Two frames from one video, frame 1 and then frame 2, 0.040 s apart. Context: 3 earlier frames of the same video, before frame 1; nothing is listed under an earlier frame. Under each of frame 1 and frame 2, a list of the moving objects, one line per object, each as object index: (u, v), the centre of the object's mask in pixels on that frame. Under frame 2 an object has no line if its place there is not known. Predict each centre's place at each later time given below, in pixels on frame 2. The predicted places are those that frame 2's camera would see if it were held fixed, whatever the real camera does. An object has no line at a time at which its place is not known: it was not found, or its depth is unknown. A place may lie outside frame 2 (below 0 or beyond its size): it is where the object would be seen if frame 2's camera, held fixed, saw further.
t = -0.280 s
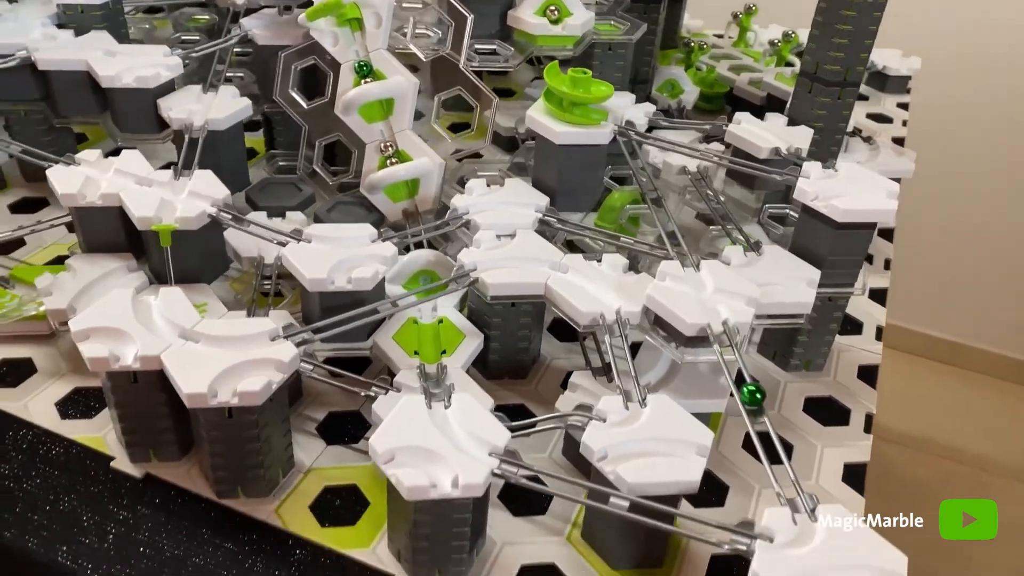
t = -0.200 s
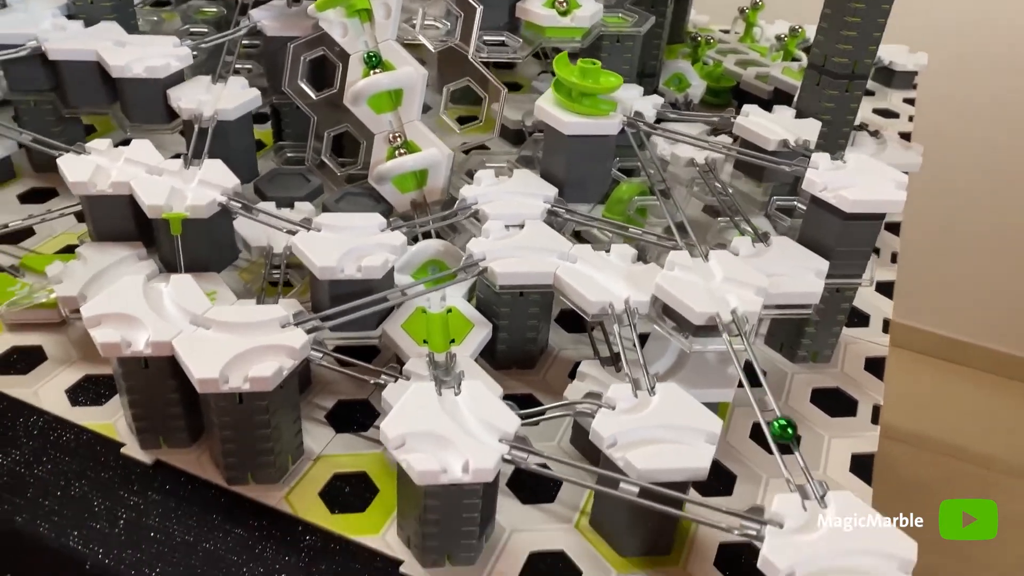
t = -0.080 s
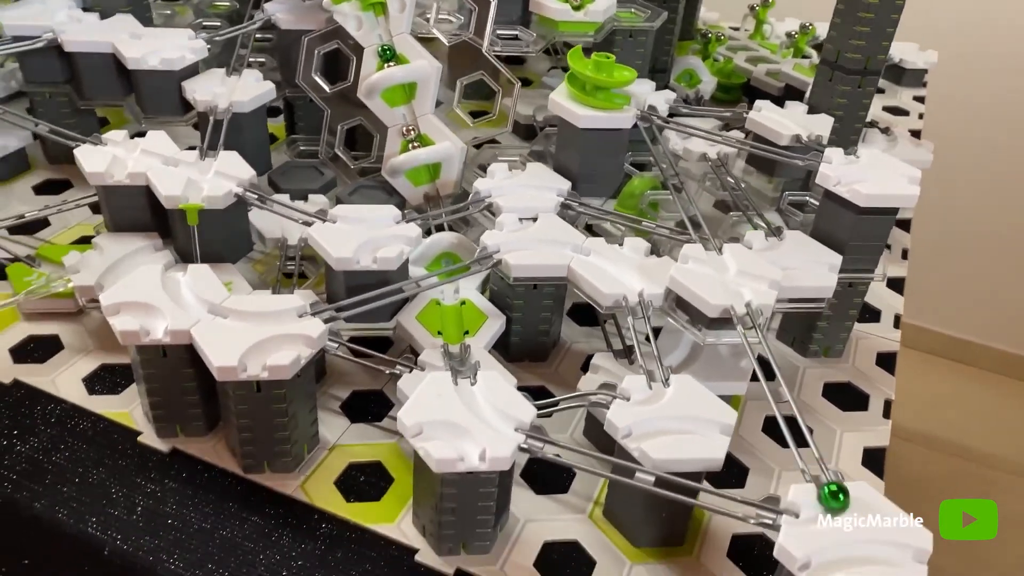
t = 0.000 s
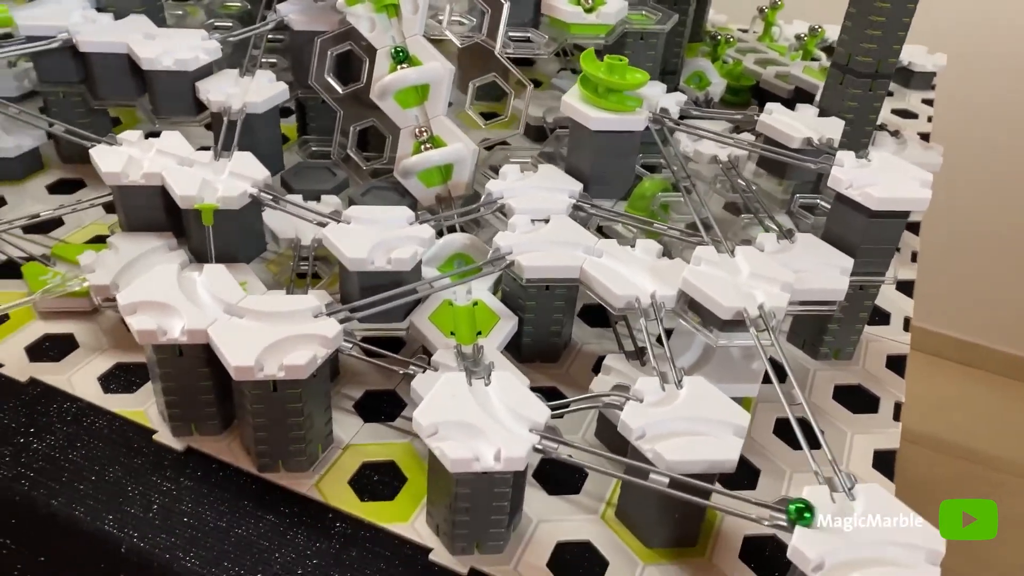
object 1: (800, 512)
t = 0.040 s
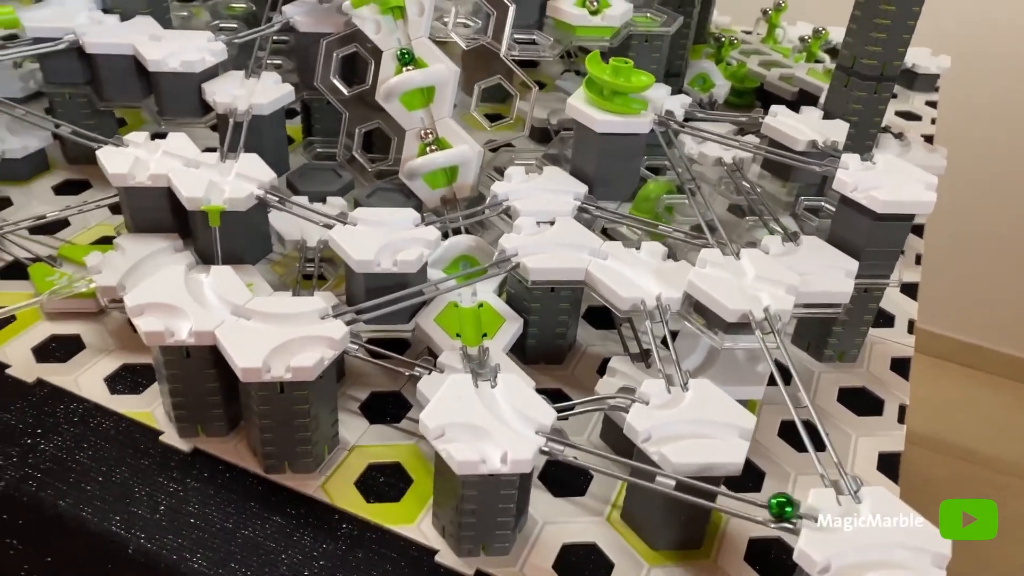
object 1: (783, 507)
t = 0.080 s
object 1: (746, 497)
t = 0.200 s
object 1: (666, 475)
